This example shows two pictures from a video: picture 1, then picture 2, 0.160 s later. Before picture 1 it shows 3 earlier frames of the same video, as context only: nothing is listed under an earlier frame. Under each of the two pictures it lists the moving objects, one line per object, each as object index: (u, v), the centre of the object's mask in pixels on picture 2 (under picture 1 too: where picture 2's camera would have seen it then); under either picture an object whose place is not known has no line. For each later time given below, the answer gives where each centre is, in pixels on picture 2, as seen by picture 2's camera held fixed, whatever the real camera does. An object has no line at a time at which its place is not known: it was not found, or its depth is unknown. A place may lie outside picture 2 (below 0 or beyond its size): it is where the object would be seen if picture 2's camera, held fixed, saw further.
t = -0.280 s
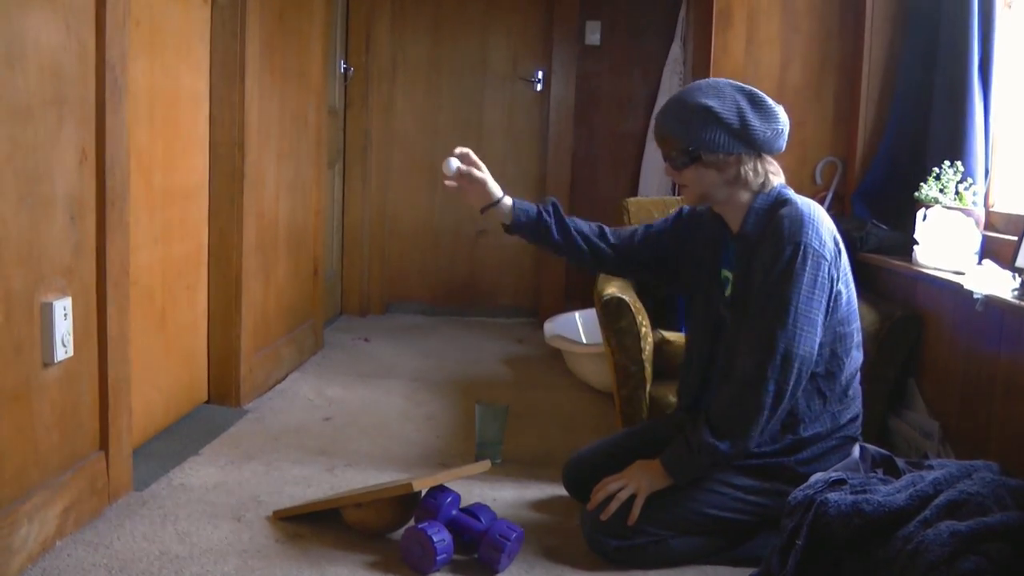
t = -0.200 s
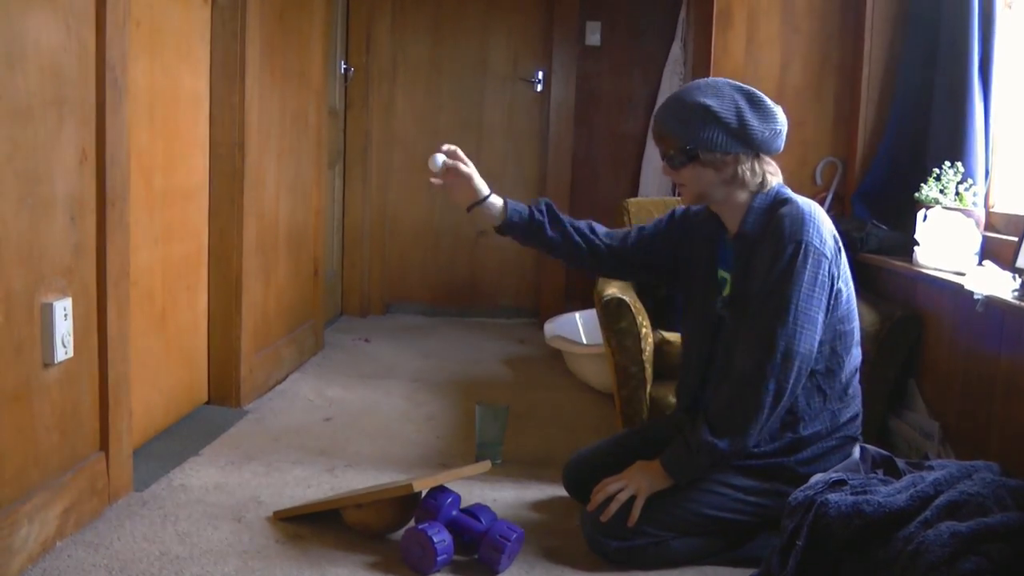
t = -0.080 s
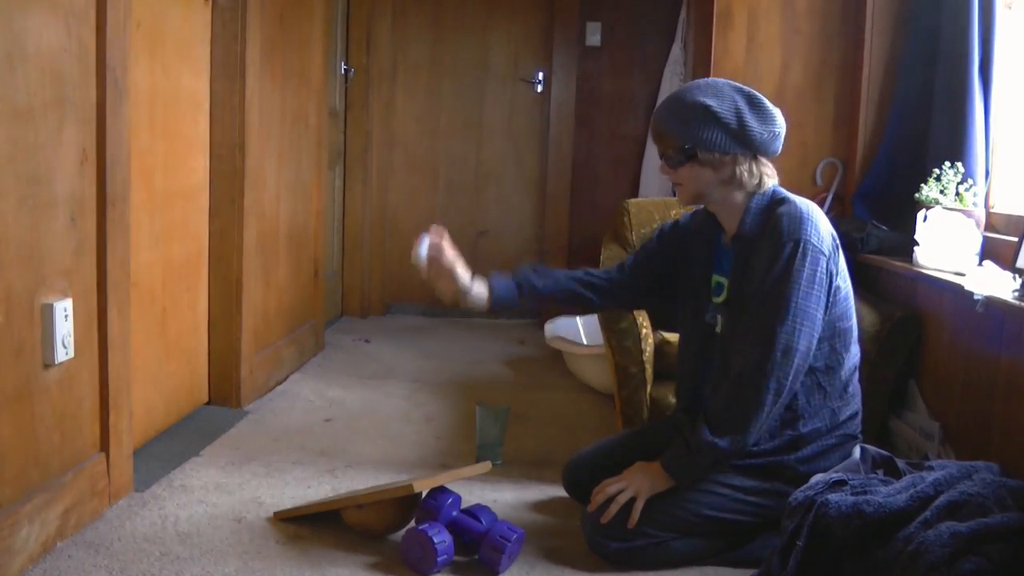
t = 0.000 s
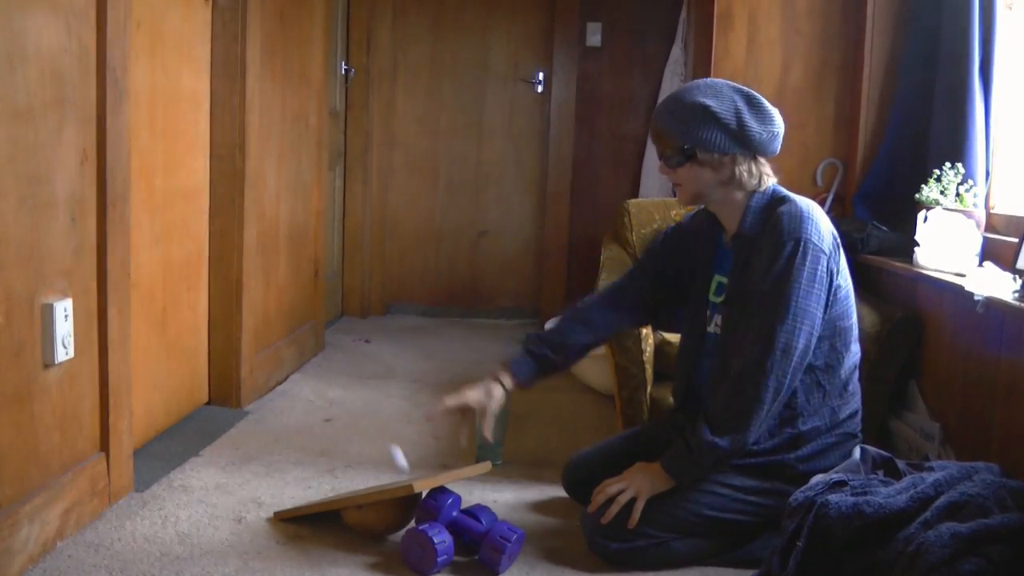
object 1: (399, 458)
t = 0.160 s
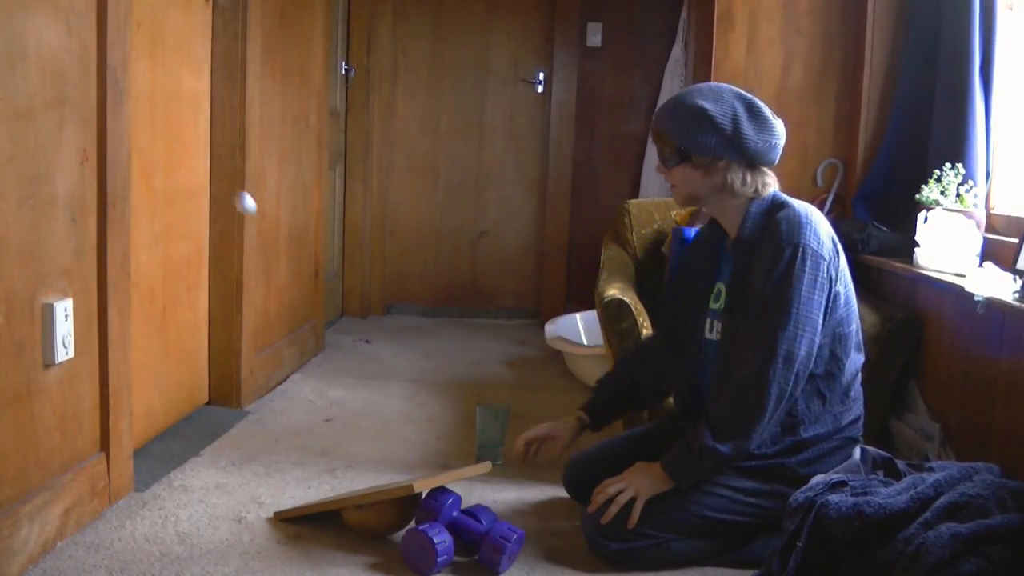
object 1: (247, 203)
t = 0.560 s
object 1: (306, 137)
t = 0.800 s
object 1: (487, 393)
